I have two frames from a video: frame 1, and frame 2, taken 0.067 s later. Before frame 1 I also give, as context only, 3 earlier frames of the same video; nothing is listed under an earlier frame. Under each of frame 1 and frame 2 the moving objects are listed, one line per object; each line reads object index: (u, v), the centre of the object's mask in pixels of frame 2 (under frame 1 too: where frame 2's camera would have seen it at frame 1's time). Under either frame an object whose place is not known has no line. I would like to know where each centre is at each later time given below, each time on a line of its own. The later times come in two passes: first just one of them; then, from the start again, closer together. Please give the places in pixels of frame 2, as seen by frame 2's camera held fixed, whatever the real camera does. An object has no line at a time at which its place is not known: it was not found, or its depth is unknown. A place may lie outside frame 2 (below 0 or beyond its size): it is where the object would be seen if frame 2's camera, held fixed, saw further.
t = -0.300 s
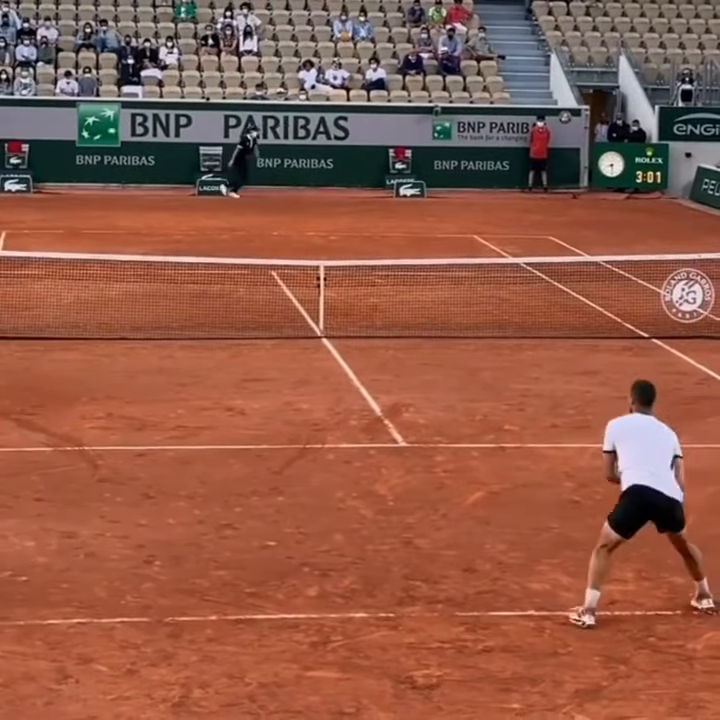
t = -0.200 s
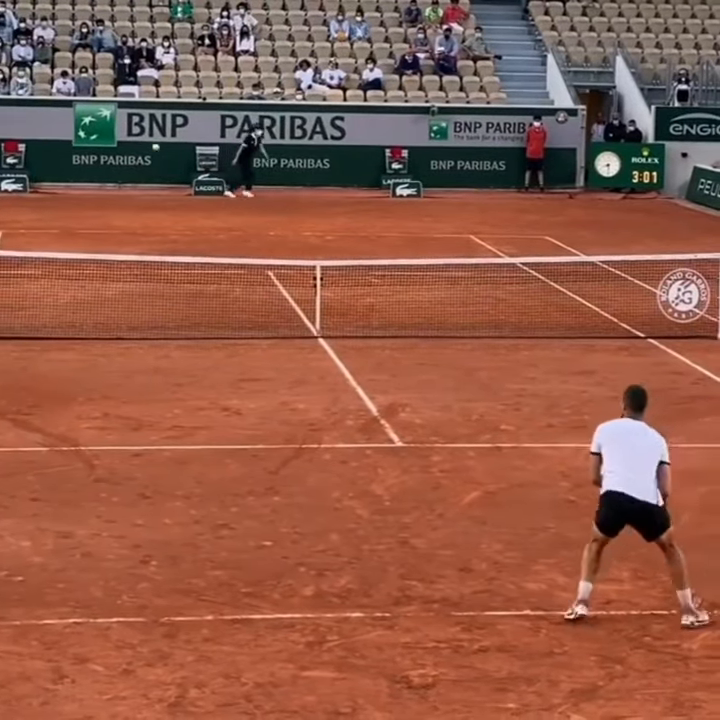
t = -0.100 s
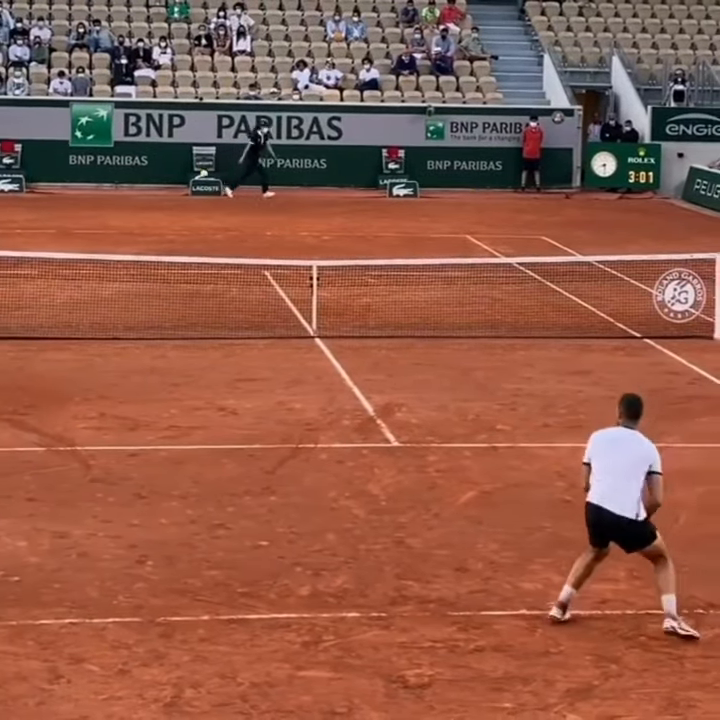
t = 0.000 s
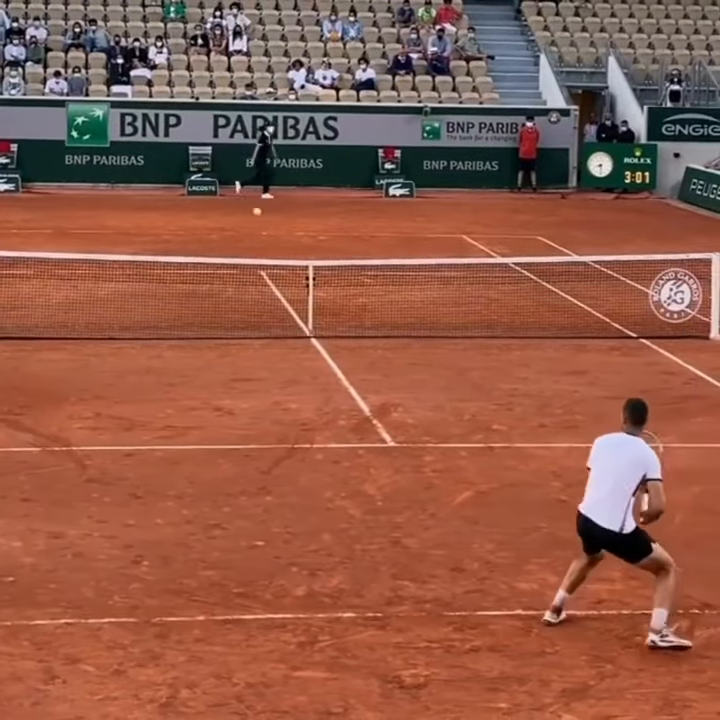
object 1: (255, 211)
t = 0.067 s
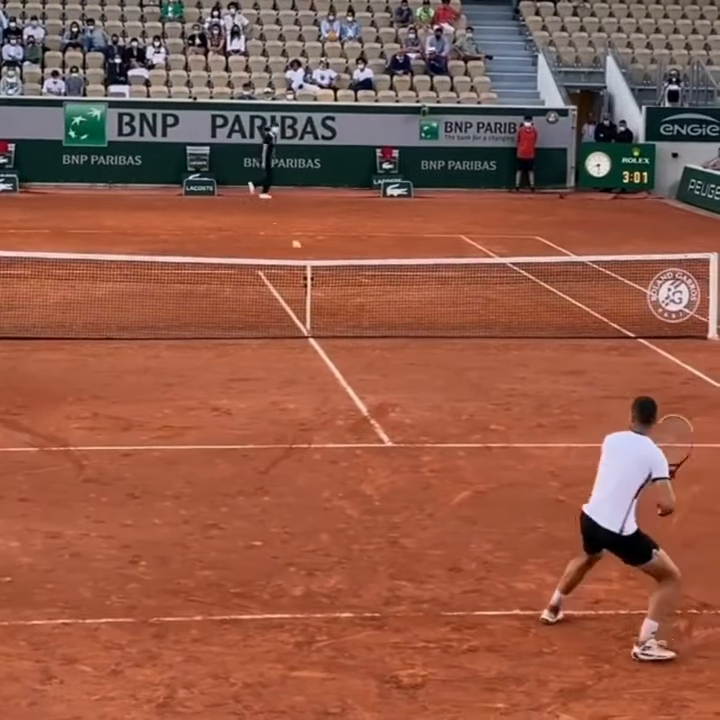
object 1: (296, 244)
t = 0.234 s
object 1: (415, 360)
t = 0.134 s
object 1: (341, 284)
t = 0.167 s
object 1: (365, 307)
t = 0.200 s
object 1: (389, 333)
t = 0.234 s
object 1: (415, 360)
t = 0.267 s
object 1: (442, 390)
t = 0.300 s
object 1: (470, 422)
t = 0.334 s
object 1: (498, 457)
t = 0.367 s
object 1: (528, 495)
